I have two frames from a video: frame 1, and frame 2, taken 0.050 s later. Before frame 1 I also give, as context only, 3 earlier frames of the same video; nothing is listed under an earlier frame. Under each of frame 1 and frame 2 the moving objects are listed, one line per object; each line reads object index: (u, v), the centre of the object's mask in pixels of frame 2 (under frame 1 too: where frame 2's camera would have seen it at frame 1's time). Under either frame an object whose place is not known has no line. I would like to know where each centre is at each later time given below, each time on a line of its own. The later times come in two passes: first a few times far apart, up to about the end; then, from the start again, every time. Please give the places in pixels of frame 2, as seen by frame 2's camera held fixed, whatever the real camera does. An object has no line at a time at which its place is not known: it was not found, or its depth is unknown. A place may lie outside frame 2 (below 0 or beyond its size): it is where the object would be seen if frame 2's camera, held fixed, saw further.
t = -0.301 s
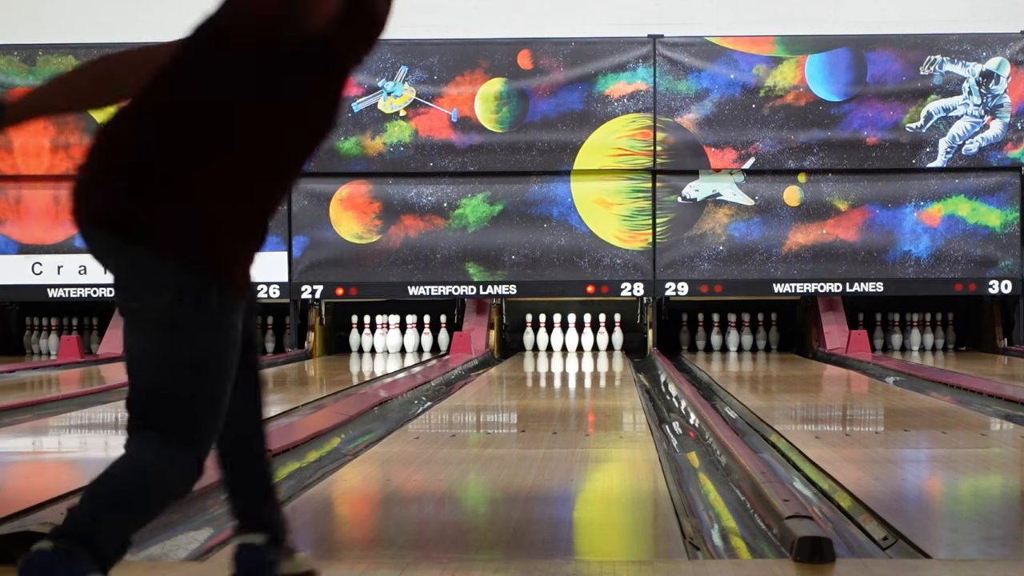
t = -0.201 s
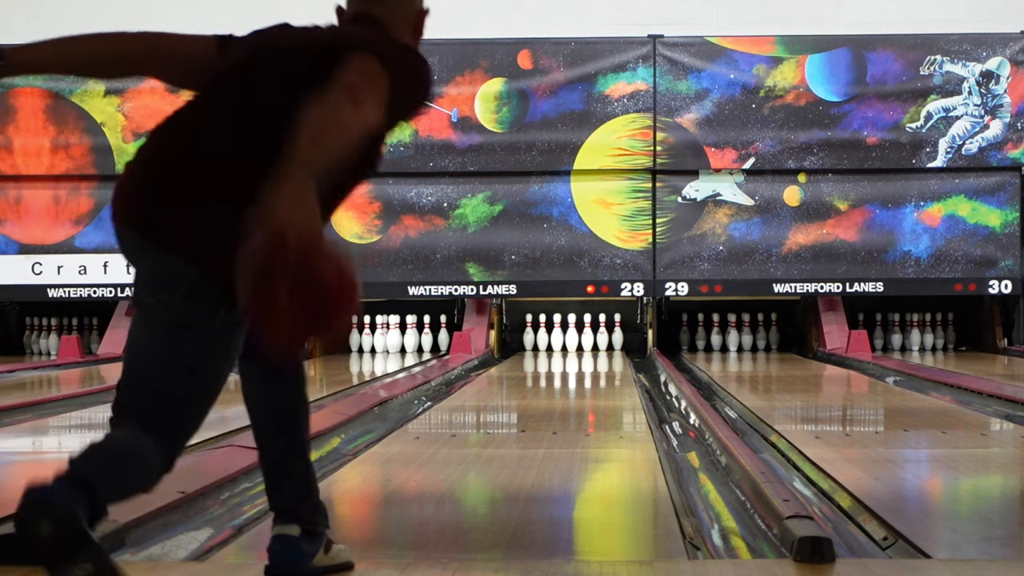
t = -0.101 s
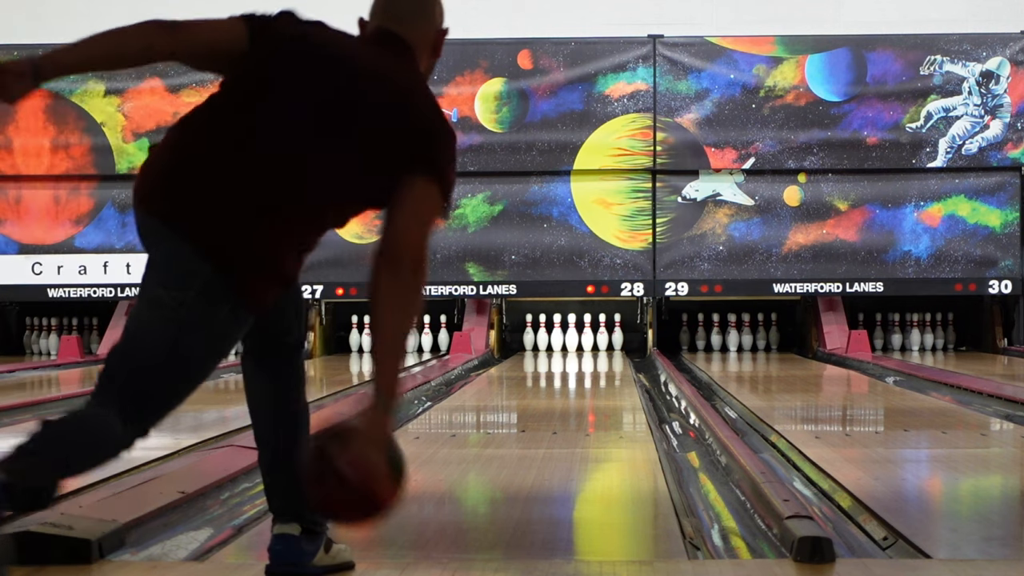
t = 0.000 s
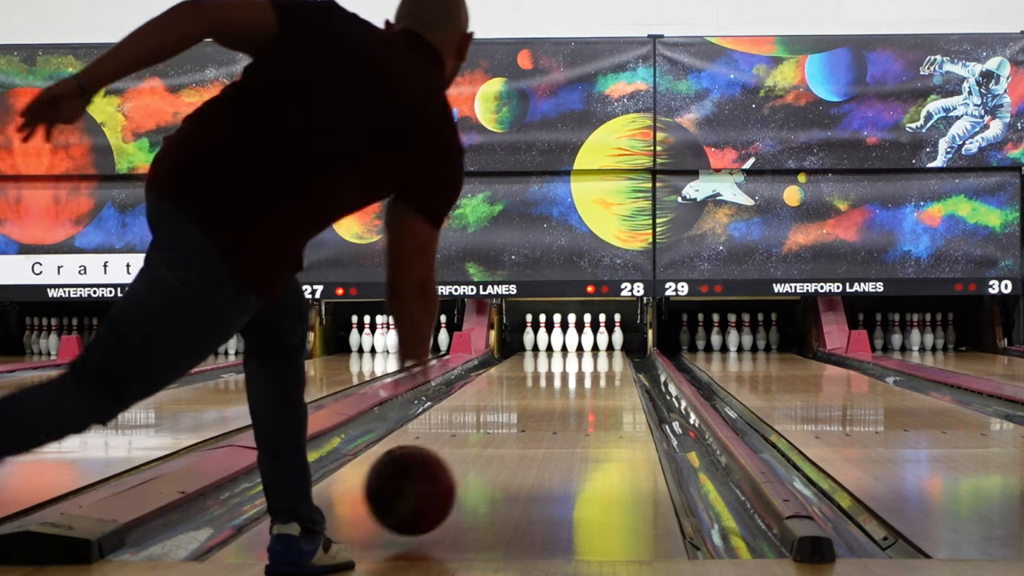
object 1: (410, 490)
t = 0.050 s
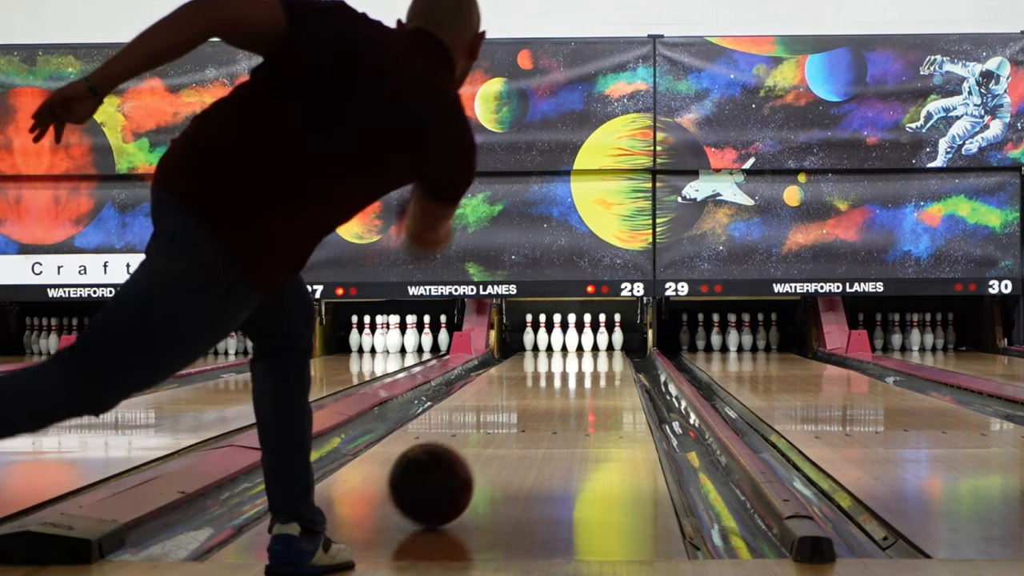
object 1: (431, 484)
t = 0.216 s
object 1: (483, 449)
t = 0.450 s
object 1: (529, 417)
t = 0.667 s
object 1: (557, 398)
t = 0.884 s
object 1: (576, 384)
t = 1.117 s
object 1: (591, 372)
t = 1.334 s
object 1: (599, 364)
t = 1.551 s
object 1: (603, 357)
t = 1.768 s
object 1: (604, 352)
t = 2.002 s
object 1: (602, 349)
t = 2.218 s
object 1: (595, 345)
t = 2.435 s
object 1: (584, 341)
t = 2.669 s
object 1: (587, 339)
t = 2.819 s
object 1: (588, 341)
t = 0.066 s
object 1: (437, 479)
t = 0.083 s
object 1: (443, 476)
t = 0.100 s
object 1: (448, 472)
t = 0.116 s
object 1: (454, 468)
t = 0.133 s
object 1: (459, 465)
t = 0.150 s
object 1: (464, 461)
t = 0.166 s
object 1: (469, 458)
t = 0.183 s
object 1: (474, 455)
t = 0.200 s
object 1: (478, 452)
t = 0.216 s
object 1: (483, 449)
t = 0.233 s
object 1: (487, 446)
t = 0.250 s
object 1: (491, 443)
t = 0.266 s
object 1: (494, 441)
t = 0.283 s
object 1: (498, 438)
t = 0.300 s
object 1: (502, 436)
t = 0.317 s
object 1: (505, 433)
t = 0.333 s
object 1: (508, 431)
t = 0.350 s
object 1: (512, 429)
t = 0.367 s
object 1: (515, 427)
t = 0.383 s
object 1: (518, 425)
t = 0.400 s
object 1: (521, 423)
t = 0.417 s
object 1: (523, 420)
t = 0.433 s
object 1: (526, 419)
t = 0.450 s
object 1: (529, 417)
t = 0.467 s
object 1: (531, 415)
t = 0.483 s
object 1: (534, 413)
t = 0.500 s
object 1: (536, 412)
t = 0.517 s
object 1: (539, 410)
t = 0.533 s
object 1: (540, 409)
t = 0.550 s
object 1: (543, 406)
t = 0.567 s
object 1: (546, 405)
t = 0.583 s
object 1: (547, 404)
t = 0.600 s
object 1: (549, 403)
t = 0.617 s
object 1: (551, 402)
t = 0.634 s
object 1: (553, 401)
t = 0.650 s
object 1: (555, 399)
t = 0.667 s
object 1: (557, 398)
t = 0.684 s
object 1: (559, 397)
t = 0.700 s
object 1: (560, 396)
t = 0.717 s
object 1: (562, 395)
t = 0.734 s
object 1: (563, 393)
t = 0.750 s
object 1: (565, 392)
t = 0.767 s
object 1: (567, 391)
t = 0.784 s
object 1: (568, 390)
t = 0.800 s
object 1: (570, 389)
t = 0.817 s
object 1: (571, 388)
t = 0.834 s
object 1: (572, 387)
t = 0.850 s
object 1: (573, 386)
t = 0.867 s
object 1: (575, 385)
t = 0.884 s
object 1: (576, 384)
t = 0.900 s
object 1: (578, 383)
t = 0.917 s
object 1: (579, 382)
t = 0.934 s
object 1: (580, 381)
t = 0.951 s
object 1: (581, 380)
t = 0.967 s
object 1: (582, 379)
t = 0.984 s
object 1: (583, 378)
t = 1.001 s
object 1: (584, 377)
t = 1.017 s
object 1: (585, 377)
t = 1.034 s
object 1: (586, 376)
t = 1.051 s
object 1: (587, 375)
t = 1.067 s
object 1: (588, 374)
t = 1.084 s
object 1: (589, 373)
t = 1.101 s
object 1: (590, 373)
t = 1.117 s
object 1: (591, 372)
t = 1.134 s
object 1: (592, 371)
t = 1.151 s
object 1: (592, 371)
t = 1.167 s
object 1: (593, 370)
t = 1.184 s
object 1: (594, 369)
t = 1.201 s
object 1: (595, 368)
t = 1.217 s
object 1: (595, 367)
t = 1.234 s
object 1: (596, 367)
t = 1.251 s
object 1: (597, 366)
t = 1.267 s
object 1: (597, 366)
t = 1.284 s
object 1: (597, 365)
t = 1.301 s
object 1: (598, 365)
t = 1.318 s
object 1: (599, 365)
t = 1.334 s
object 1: (599, 364)
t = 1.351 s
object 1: (600, 363)
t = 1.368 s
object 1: (600, 363)
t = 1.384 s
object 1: (600, 362)
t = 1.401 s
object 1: (601, 361)
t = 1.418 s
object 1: (601, 361)
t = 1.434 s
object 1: (602, 360)
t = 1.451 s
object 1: (602, 360)
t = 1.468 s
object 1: (603, 359)
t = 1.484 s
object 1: (603, 359)
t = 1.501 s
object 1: (603, 358)
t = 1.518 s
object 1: (603, 358)
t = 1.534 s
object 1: (603, 357)
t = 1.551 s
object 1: (603, 357)
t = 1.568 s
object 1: (604, 356)
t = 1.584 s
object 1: (604, 356)
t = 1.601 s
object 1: (604, 356)
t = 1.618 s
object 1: (604, 356)
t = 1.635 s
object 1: (604, 355)
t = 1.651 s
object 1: (604, 355)
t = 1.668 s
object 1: (604, 354)
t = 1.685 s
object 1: (604, 354)
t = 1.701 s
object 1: (604, 354)
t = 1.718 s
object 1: (605, 353)
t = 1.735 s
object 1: (604, 353)
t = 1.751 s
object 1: (604, 353)
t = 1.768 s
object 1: (604, 352)
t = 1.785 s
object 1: (604, 352)
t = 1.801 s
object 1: (604, 352)
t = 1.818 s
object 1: (604, 351)
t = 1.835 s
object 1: (604, 351)
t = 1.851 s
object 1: (604, 351)
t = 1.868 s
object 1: (603, 351)
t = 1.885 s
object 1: (603, 351)
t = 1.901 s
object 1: (604, 350)
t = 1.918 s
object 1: (603, 350)
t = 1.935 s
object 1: (603, 350)
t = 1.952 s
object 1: (602, 349)
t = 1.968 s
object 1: (602, 349)
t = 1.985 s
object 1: (602, 349)
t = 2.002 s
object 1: (602, 349)
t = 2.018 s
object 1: (601, 348)
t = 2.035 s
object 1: (601, 348)
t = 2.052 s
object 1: (601, 348)
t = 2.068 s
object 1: (600, 347)
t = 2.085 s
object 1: (599, 347)
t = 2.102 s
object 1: (598, 347)
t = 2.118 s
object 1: (598, 346)
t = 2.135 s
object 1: (598, 346)
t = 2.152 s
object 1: (597, 346)
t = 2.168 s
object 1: (597, 345)
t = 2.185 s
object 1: (596, 345)
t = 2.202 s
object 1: (595, 345)
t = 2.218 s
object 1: (595, 345)
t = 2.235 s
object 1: (593, 345)
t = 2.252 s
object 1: (593, 344)
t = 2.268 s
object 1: (592, 344)
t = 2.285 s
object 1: (591, 344)
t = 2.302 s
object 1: (591, 344)
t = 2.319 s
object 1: (590, 344)
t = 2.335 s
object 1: (588, 343)
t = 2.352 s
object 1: (588, 343)
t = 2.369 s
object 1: (587, 343)
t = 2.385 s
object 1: (587, 342)
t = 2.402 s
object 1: (586, 342)
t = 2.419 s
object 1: (585, 341)
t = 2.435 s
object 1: (584, 341)
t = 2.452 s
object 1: (584, 341)
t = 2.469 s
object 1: (585, 341)
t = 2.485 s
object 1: (586, 341)
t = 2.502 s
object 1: (586, 341)
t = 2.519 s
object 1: (586, 340)
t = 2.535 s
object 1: (587, 340)
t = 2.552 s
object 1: (587, 340)
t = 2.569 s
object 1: (588, 340)
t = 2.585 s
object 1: (588, 340)
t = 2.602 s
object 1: (588, 340)
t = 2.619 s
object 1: (588, 340)
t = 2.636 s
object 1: (588, 339)
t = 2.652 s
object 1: (588, 339)
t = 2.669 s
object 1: (587, 339)
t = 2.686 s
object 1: (586, 339)
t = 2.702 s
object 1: (588, 339)
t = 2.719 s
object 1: (590, 340)
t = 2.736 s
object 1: (589, 340)
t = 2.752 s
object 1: (589, 339)
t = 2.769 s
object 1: (590, 339)
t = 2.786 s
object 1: (590, 340)
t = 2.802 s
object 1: (590, 340)
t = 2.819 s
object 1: (588, 341)
